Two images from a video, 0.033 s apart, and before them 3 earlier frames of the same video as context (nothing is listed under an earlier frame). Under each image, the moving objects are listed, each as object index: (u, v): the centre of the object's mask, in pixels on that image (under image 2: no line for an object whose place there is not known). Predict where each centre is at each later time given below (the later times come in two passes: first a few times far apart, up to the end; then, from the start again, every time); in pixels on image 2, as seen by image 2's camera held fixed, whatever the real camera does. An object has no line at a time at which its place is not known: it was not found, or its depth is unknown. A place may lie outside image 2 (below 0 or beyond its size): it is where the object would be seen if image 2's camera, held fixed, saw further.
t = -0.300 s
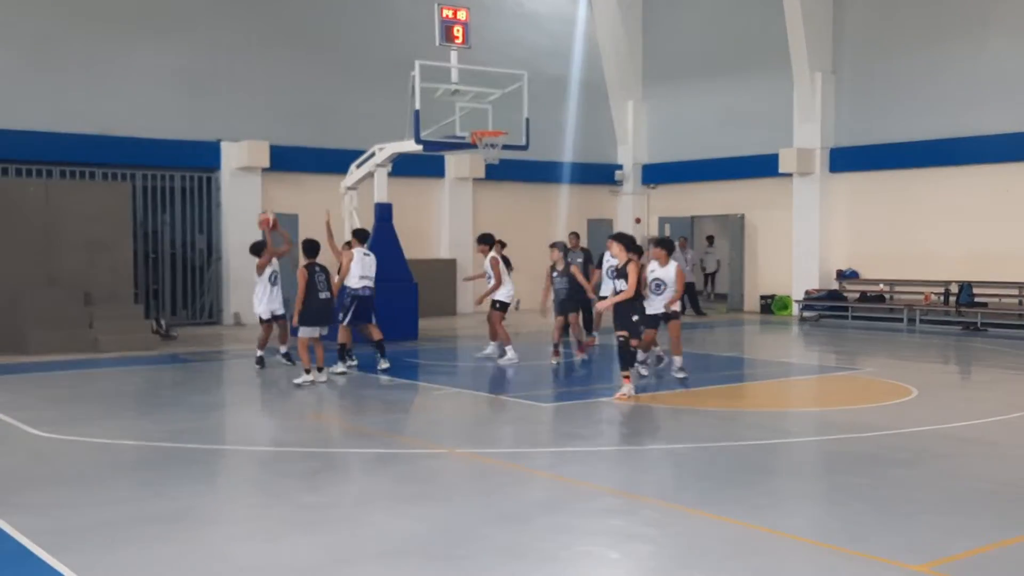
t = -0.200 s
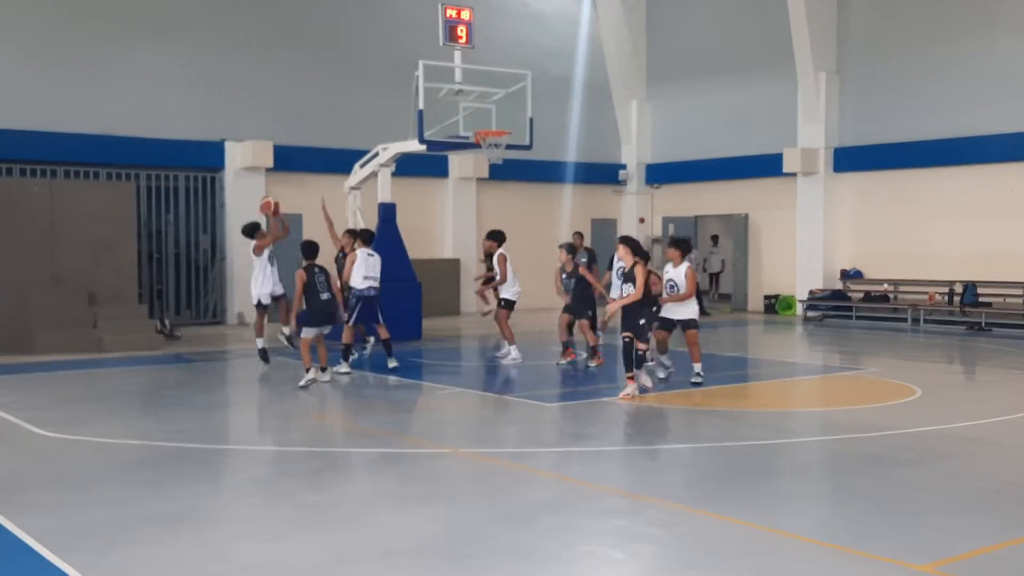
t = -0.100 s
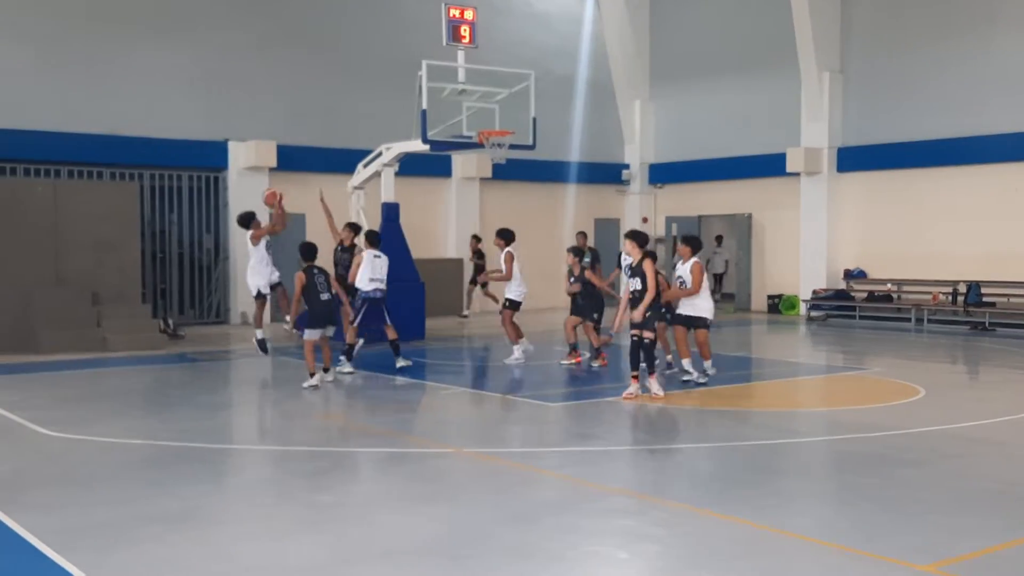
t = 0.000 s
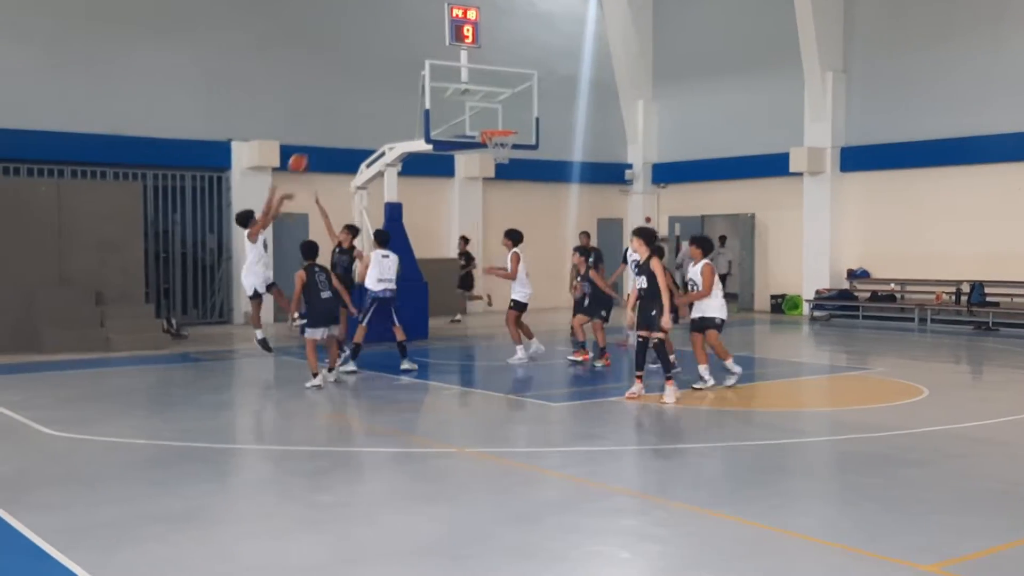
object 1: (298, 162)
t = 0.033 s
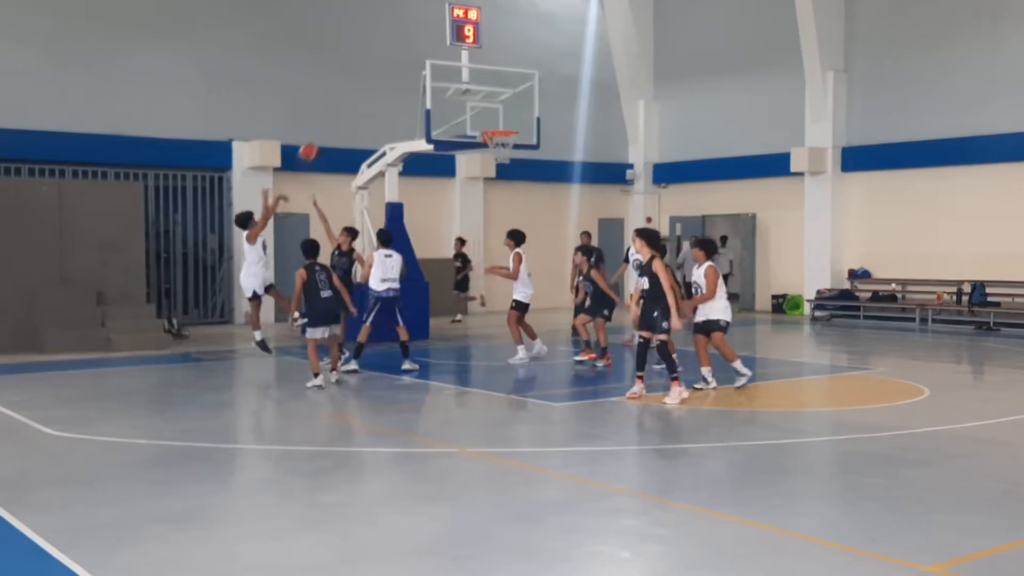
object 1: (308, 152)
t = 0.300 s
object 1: (384, 91)
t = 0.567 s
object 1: (455, 88)
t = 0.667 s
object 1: (480, 101)
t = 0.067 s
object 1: (319, 140)
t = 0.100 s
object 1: (329, 130)
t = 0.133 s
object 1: (338, 121)
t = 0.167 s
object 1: (347, 113)
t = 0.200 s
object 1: (356, 107)
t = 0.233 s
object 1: (366, 101)
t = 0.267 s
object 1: (375, 95)
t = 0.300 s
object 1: (384, 91)
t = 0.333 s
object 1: (393, 88)
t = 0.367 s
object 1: (402, 86)
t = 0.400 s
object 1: (411, 84)
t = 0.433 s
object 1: (419, 83)
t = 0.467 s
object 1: (428, 83)
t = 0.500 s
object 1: (438, 84)
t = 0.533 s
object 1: (446, 86)
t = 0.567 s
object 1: (455, 88)
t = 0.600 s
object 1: (463, 92)
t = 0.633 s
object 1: (471, 96)
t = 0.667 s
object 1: (480, 101)
